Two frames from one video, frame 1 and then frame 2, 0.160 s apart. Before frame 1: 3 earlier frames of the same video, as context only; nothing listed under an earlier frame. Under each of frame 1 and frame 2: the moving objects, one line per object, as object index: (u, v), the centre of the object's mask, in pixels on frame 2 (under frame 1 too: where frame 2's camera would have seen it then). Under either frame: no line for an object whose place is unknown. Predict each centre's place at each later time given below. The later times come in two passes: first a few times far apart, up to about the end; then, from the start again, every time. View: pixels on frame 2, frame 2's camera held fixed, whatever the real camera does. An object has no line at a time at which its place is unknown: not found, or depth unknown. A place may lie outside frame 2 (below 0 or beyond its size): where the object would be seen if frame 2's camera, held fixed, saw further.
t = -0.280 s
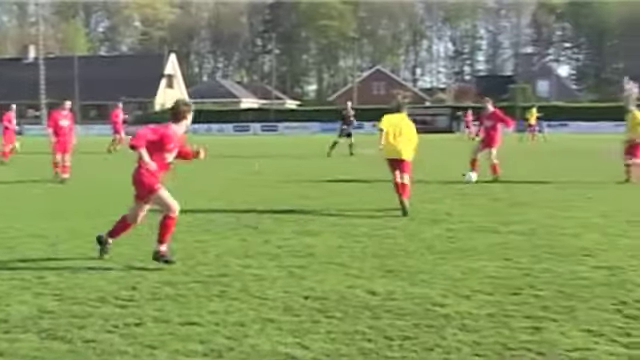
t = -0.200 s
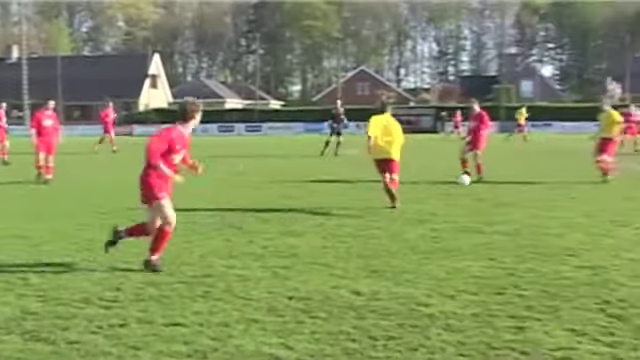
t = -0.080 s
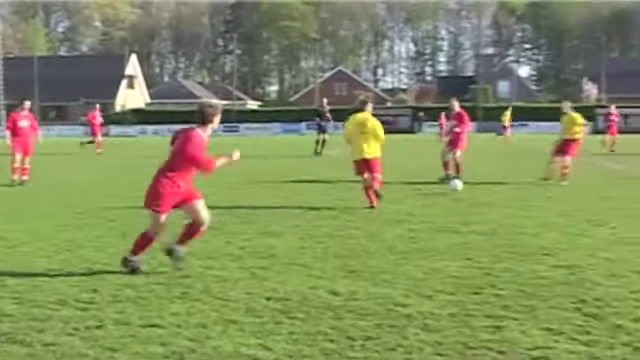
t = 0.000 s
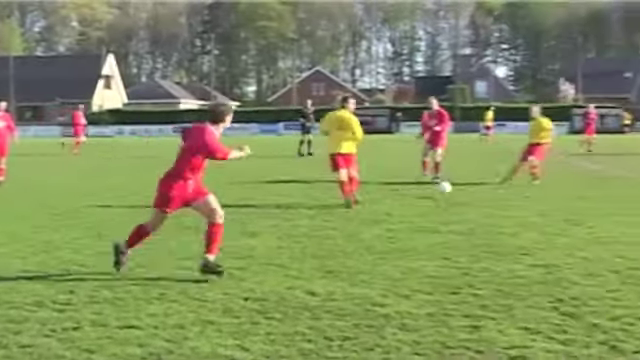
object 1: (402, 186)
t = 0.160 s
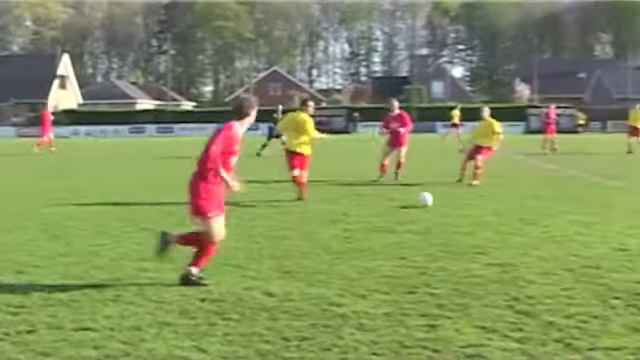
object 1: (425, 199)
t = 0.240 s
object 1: (440, 203)
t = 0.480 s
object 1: (488, 217)
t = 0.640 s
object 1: (524, 227)
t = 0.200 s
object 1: (432, 201)
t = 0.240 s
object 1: (440, 203)
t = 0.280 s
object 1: (448, 205)
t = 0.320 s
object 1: (455, 207)
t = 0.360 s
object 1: (463, 210)
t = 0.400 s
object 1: (472, 213)
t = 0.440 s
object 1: (479, 215)
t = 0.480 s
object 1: (488, 217)
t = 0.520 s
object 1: (496, 219)
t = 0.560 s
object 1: (506, 223)
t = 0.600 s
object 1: (515, 224)
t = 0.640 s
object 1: (524, 227)
